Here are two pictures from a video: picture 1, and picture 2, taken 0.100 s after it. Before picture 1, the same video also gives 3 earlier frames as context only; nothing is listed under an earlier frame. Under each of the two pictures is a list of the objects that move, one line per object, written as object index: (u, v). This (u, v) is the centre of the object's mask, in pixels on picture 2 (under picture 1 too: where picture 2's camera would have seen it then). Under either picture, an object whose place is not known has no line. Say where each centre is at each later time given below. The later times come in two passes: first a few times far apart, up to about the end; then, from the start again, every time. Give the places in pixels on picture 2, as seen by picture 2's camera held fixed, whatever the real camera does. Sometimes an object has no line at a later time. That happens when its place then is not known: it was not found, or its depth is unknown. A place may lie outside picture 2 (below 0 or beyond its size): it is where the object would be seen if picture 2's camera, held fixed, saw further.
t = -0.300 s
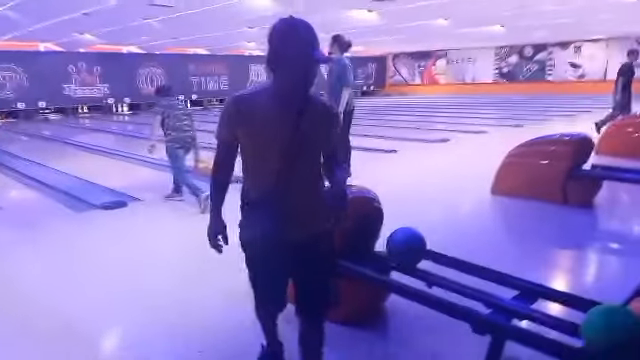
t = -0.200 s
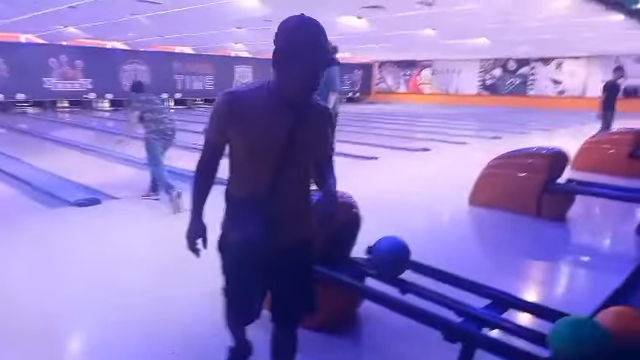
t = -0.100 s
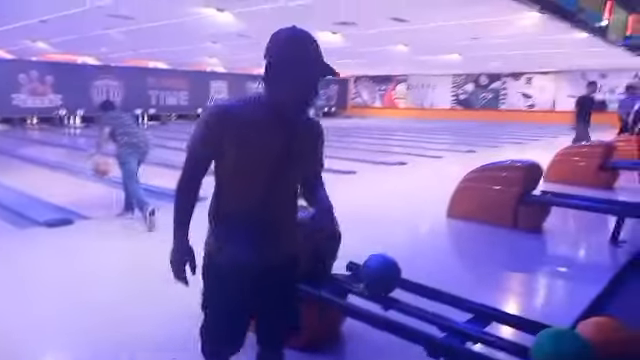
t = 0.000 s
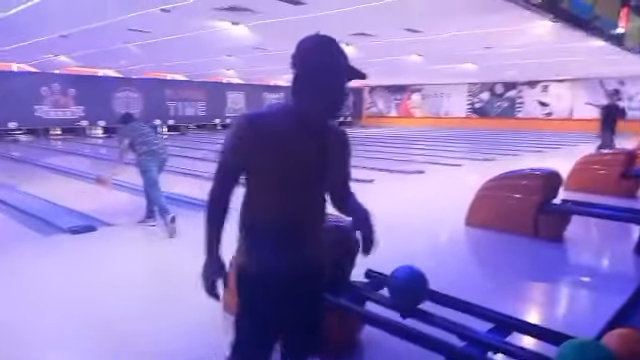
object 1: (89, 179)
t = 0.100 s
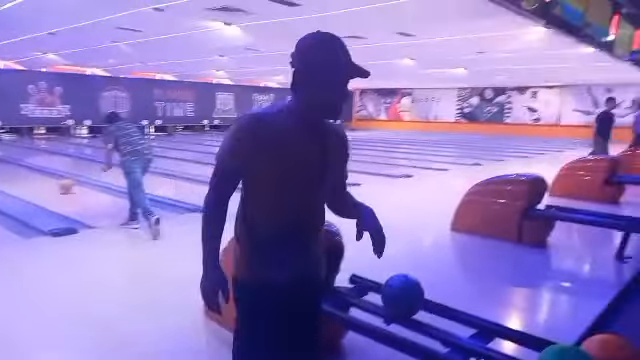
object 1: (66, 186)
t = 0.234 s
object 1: (46, 176)
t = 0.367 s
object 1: (31, 173)
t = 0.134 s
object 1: (60, 185)
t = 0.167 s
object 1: (56, 182)
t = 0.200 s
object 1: (50, 178)
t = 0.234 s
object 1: (46, 176)
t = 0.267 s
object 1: (41, 176)
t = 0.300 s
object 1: (37, 176)
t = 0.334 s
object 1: (31, 175)
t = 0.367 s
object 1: (31, 173)
